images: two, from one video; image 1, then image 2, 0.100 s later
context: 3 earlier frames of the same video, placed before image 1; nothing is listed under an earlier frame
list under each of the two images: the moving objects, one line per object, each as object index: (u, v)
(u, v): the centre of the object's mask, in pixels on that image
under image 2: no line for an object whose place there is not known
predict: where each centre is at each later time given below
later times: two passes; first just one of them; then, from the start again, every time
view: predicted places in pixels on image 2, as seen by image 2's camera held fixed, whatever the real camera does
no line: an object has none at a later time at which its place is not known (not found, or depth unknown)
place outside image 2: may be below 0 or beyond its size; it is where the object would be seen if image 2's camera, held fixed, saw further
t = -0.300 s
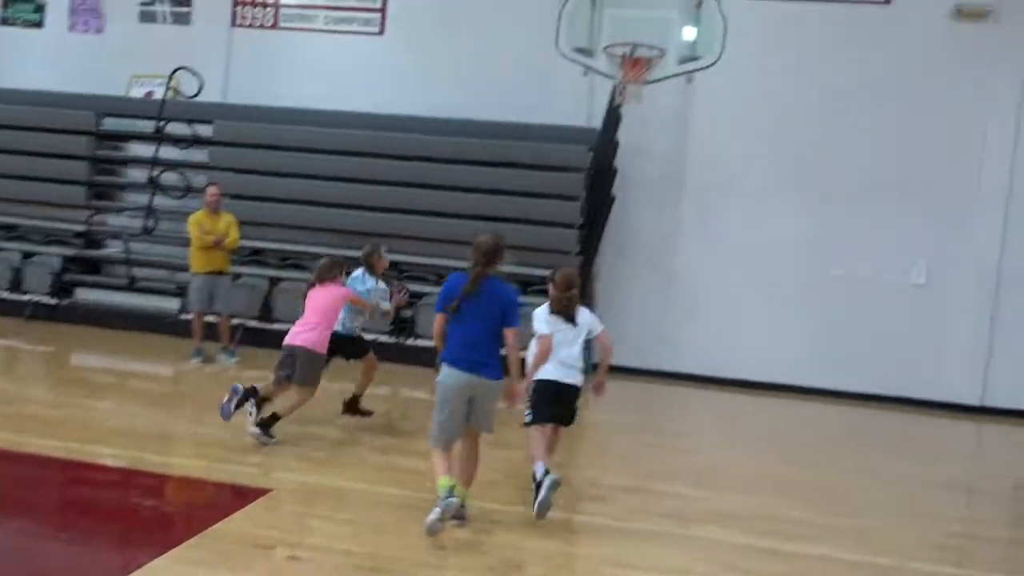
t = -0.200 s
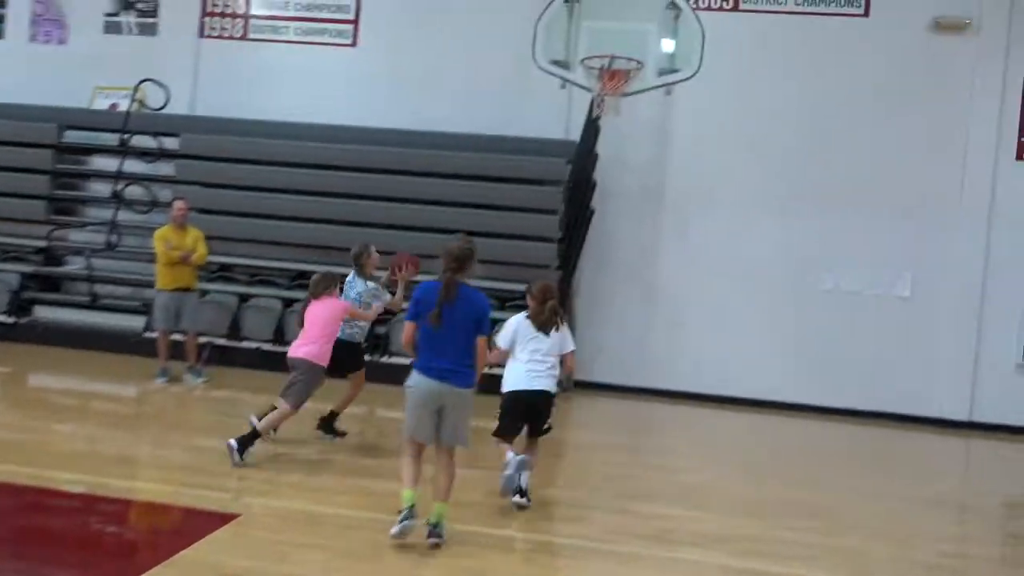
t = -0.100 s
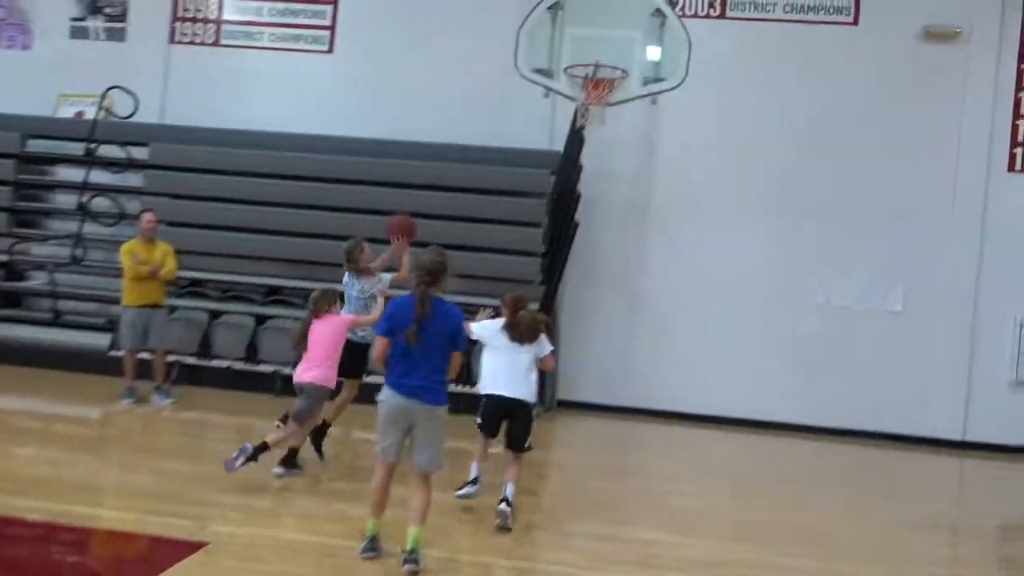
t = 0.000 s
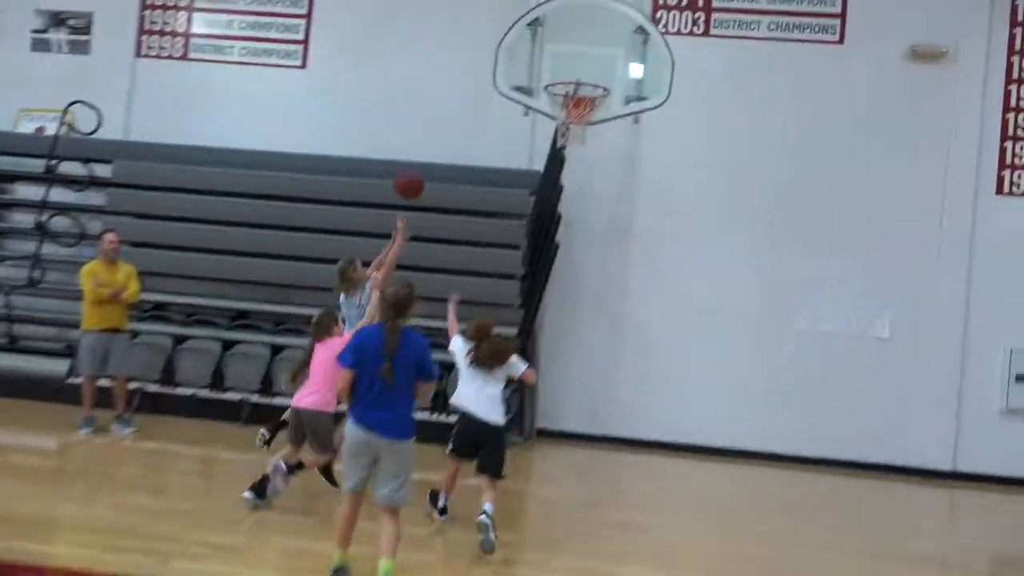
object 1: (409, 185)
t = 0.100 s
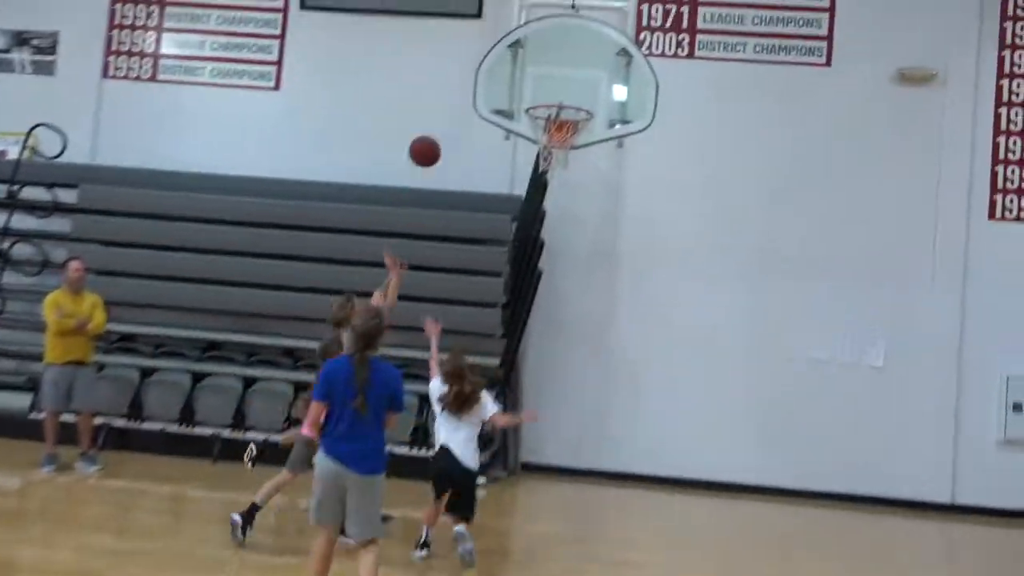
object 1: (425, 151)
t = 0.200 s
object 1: (459, 109)
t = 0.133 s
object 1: (436, 135)
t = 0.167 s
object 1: (448, 120)
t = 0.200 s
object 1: (459, 109)
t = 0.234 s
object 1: (471, 97)
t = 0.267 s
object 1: (482, 87)
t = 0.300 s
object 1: (493, 79)
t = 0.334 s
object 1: (503, 72)
